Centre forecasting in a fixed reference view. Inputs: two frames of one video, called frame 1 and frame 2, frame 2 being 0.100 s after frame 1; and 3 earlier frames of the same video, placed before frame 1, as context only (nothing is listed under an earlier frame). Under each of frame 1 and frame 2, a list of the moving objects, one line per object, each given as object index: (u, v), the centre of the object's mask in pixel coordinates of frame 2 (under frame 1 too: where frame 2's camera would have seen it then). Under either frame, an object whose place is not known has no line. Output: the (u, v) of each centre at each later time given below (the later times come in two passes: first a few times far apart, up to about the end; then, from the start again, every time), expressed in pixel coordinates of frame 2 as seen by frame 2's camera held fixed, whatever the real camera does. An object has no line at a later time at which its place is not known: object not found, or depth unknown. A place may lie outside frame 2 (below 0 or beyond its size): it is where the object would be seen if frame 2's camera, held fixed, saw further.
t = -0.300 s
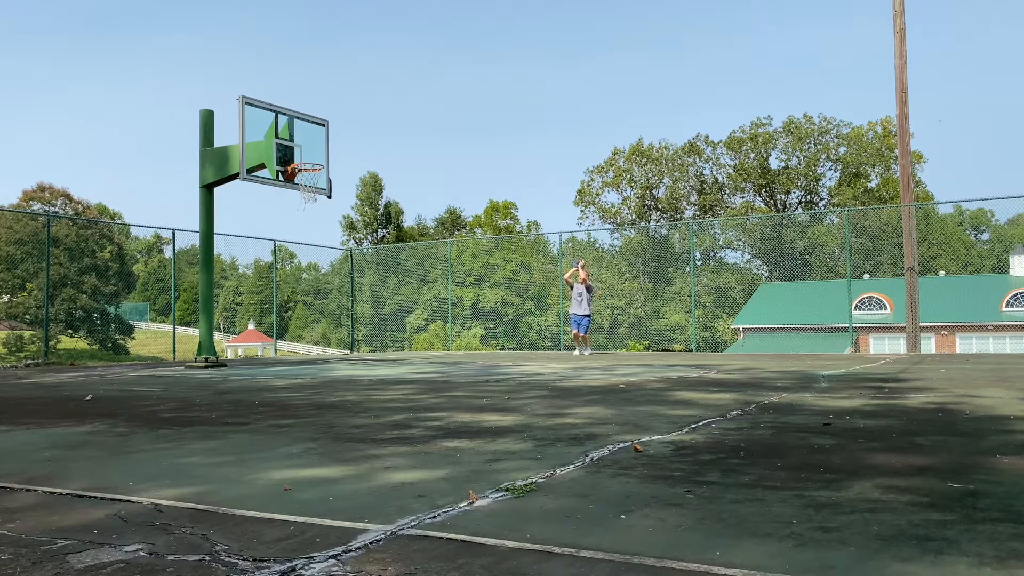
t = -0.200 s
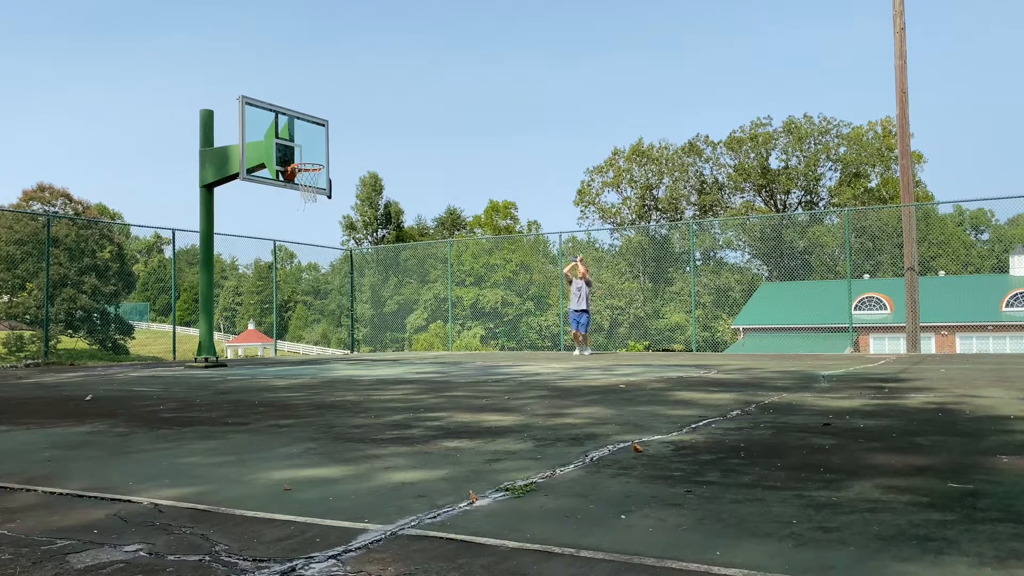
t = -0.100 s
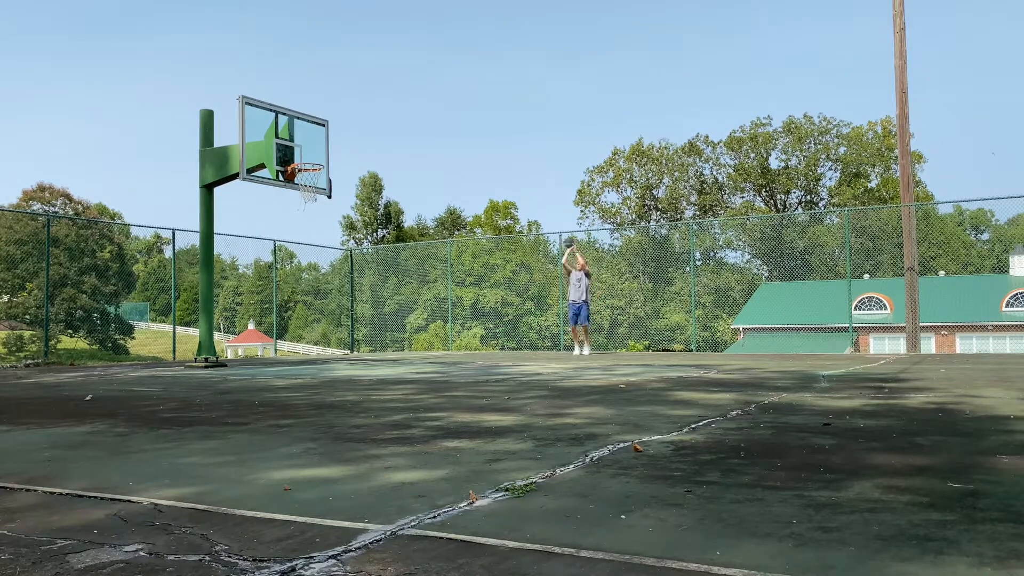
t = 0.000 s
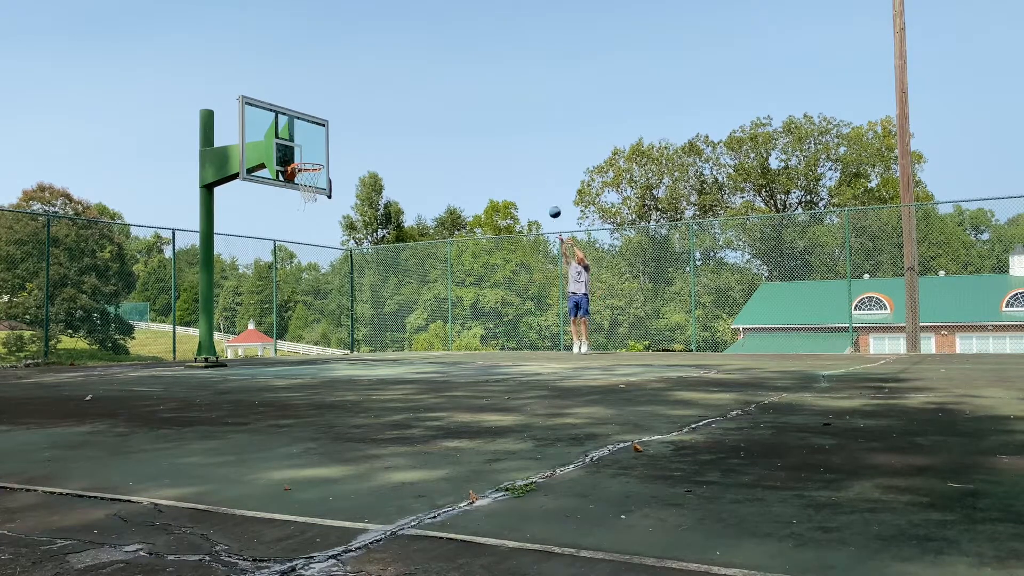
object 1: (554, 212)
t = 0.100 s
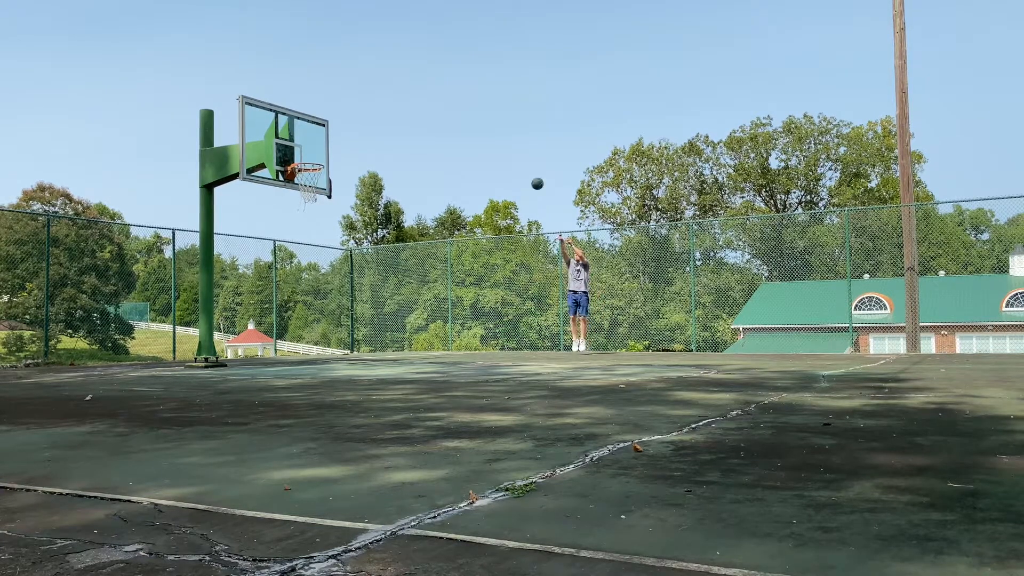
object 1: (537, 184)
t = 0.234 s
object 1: (513, 151)
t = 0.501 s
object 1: (461, 109)
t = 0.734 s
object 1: (410, 102)
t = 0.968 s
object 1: (354, 126)
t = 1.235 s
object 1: (293, 177)
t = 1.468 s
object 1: (304, 199)
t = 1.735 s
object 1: (321, 263)
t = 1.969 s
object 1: (335, 355)
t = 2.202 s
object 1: (344, 318)
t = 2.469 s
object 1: (355, 306)
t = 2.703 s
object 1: (365, 333)
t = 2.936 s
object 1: (374, 346)
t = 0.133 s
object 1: (531, 175)
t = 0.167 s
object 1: (525, 166)
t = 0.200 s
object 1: (519, 159)
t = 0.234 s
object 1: (513, 151)
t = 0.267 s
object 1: (507, 144)
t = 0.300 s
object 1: (500, 138)
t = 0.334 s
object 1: (494, 132)
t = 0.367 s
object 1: (488, 126)
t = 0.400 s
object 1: (481, 121)
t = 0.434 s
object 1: (474, 117)
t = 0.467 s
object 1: (468, 113)
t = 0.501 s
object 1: (461, 109)
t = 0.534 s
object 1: (454, 107)
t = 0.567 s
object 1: (447, 104)
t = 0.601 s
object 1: (440, 102)
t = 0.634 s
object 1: (433, 101)
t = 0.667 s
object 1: (425, 101)
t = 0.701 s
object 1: (418, 101)
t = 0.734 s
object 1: (410, 102)
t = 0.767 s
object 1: (403, 103)
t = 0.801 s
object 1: (395, 105)
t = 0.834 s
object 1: (387, 108)
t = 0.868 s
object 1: (379, 112)
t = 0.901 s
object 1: (371, 116)
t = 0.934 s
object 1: (362, 120)
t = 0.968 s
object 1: (354, 126)
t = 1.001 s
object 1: (345, 133)
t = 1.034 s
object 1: (337, 140)
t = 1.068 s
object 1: (328, 148)
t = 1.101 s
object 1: (319, 158)
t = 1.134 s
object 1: (309, 165)
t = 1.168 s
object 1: (302, 171)
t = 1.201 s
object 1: (296, 175)
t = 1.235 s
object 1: (293, 177)
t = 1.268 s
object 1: (292, 178)
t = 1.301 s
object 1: (293, 180)
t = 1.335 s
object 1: (295, 182)
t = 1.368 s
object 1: (298, 186)
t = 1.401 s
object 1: (300, 190)
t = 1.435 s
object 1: (302, 194)
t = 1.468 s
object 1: (304, 199)
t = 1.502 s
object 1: (307, 205)
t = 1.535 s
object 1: (309, 211)
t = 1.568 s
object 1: (311, 218)
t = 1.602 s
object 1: (313, 226)
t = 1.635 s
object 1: (315, 234)
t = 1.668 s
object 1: (317, 243)
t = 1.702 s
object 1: (319, 253)
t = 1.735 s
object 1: (321, 263)
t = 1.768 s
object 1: (323, 273)
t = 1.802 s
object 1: (325, 285)
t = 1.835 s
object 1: (327, 298)
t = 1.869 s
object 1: (329, 312)
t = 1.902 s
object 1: (330, 325)
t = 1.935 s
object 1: (333, 340)
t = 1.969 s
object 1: (335, 355)
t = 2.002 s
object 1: (336, 356)
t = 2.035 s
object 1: (337, 349)
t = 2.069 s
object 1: (339, 341)
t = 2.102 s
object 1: (340, 334)
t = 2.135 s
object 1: (342, 328)
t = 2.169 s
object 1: (343, 322)
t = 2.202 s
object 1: (344, 318)
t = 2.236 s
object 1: (346, 314)
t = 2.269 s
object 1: (348, 311)
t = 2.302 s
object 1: (349, 309)
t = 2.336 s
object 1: (350, 306)
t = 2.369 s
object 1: (351, 306)
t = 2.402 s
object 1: (352, 306)
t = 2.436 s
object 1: (353, 306)
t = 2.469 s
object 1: (355, 306)
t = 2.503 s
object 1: (357, 308)
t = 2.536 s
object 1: (358, 310)
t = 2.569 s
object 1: (360, 313)
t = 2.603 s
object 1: (361, 317)
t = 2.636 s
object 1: (362, 321)
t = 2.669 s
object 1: (364, 327)
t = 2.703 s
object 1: (365, 333)
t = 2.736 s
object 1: (366, 340)
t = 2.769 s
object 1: (367, 348)
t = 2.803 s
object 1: (369, 356)
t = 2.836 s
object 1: (370, 358)
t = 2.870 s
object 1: (372, 353)
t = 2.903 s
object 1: (373, 349)
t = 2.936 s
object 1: (374, 346)
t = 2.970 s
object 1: (375, 343)
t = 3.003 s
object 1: (377, 341)
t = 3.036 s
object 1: (379, 340)
